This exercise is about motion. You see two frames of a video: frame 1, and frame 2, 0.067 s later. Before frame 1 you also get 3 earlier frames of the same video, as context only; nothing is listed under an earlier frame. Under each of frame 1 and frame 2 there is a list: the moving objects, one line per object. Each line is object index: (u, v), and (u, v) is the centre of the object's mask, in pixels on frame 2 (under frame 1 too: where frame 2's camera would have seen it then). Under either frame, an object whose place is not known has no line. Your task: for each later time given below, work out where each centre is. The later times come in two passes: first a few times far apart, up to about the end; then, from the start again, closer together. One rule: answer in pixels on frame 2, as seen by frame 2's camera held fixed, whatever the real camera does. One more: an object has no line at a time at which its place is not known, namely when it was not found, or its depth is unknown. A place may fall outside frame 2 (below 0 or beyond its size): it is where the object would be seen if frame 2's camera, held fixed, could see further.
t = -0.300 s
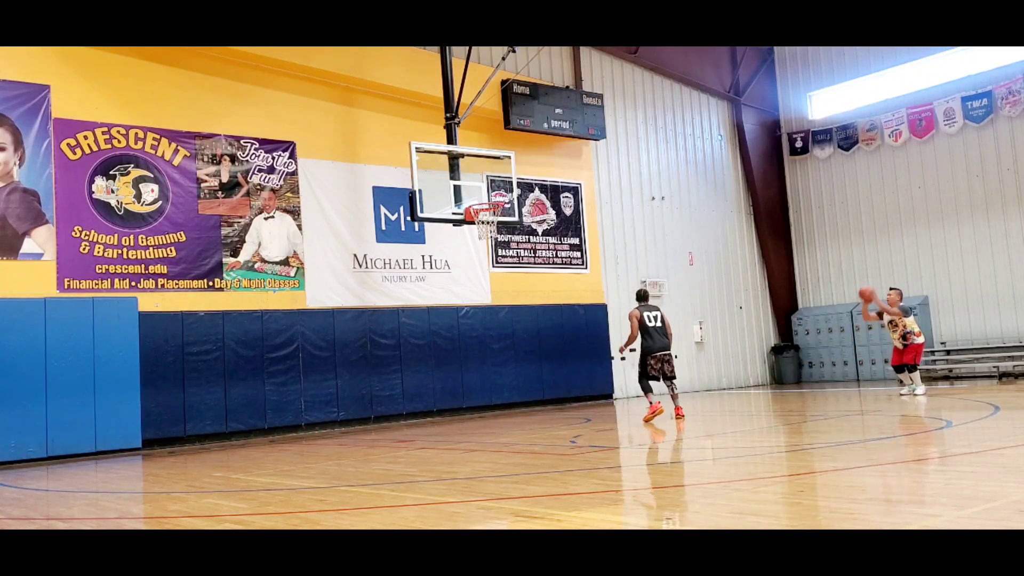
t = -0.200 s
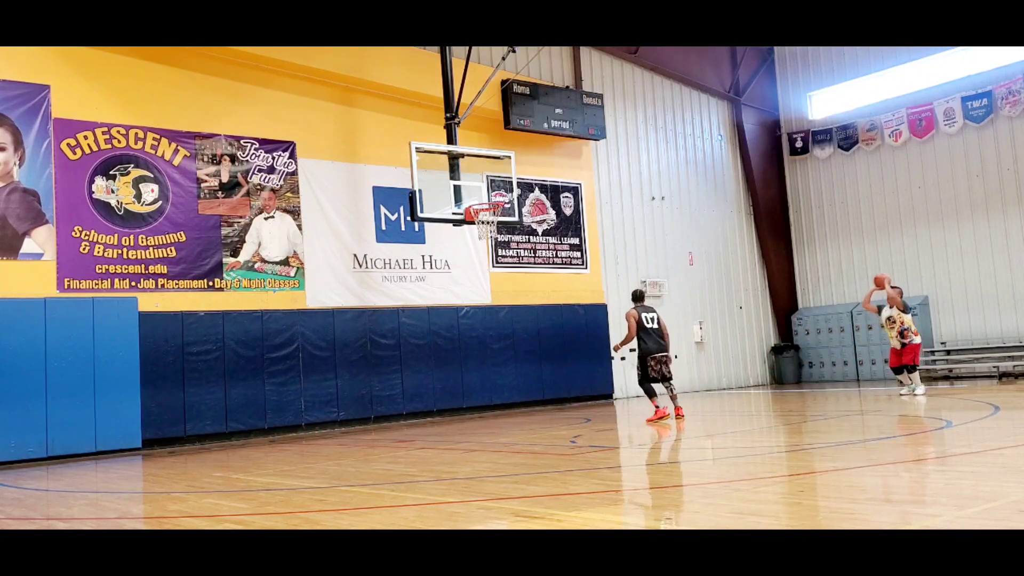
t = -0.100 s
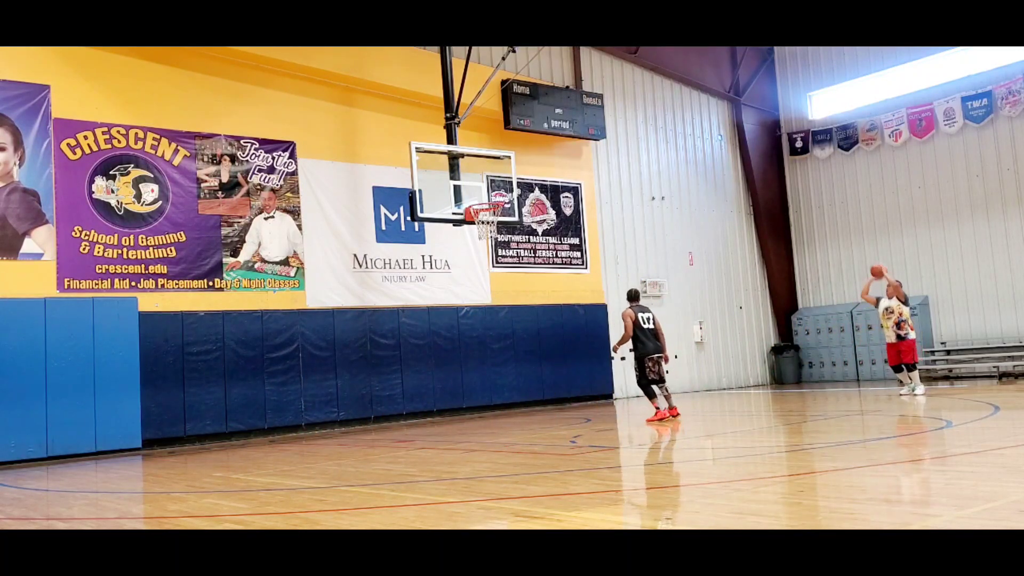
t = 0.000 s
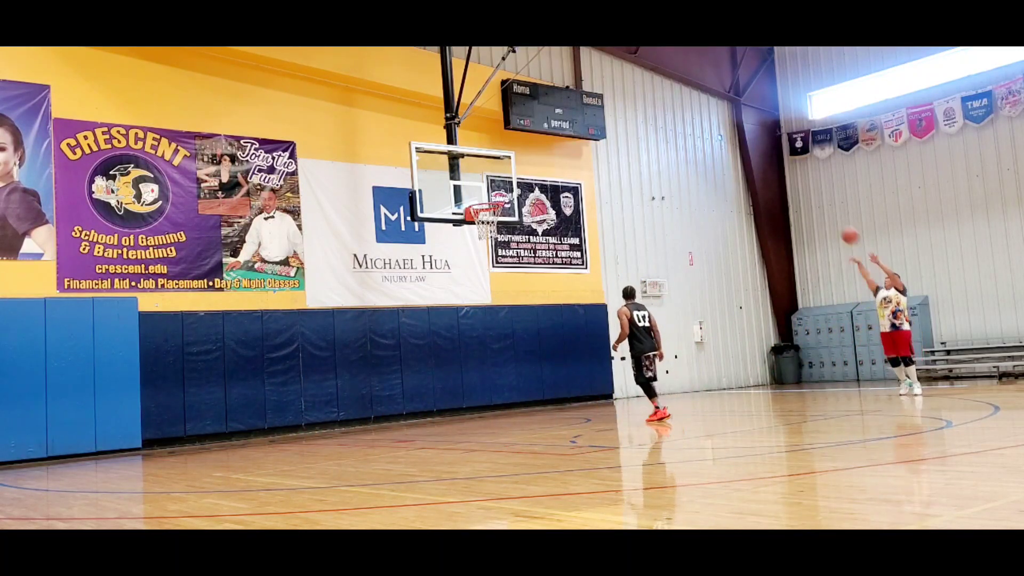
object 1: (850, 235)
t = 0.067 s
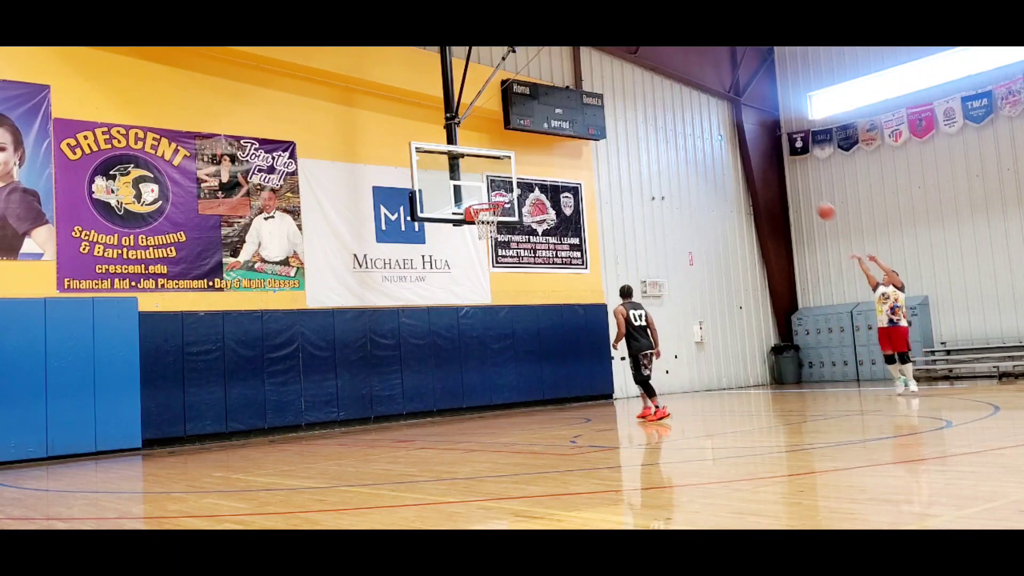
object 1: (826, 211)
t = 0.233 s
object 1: (767, 163)
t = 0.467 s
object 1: (688, 126)
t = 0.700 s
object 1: (610, 123)
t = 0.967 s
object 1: (527, 163)
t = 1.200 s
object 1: (486, 224)
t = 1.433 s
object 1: (515, 262)
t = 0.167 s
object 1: (790, 179)
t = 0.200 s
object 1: (778, 171)
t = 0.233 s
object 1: (767, 163)
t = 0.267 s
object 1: (755, 155)
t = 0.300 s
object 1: (744, 148)
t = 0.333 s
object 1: (733, 142)
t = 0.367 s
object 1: (722, 137)
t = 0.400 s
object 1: (709, 133)
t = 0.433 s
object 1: (698, 129)
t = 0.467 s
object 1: (688, 126)
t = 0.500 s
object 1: (676, 123)
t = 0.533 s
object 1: (665, 121)
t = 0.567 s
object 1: (654, 120)
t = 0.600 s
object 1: (643, 120)
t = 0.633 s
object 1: (632, 120)
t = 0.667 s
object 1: (621, 121)
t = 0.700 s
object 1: (610, 123)
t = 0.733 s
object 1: (599, 126)
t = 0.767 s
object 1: (590, 128)
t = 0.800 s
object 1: (579, 132)
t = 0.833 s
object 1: (569, 137)
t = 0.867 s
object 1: (558, 142)
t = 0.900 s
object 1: (547, 149)
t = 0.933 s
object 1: (537, 155)
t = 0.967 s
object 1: (527, 163)
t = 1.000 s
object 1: (516, 171)
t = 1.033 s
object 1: (505, 179)
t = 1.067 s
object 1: (496, 188)
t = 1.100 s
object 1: (485, 198)
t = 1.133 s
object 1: (477, 212)
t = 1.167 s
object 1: (481, 217)
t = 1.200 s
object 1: (486, 224)
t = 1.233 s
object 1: (491, 231)
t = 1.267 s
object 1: (494, 232)
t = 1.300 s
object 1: (499, 236)
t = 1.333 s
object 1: (503, 241)
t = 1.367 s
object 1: (507, 248)
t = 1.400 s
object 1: (511, 254)
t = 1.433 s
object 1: (515, 262)
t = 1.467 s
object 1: (519, 270)
